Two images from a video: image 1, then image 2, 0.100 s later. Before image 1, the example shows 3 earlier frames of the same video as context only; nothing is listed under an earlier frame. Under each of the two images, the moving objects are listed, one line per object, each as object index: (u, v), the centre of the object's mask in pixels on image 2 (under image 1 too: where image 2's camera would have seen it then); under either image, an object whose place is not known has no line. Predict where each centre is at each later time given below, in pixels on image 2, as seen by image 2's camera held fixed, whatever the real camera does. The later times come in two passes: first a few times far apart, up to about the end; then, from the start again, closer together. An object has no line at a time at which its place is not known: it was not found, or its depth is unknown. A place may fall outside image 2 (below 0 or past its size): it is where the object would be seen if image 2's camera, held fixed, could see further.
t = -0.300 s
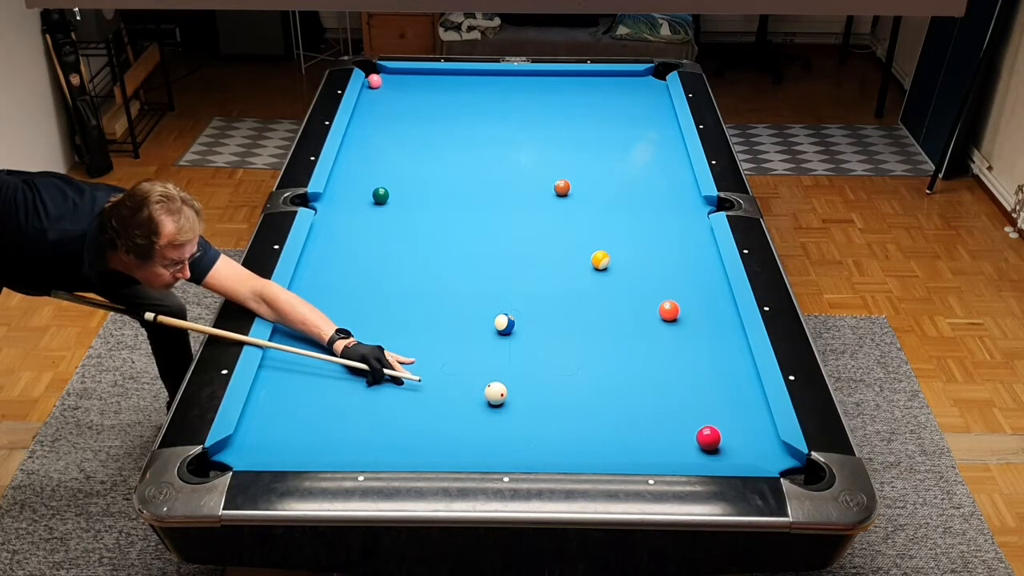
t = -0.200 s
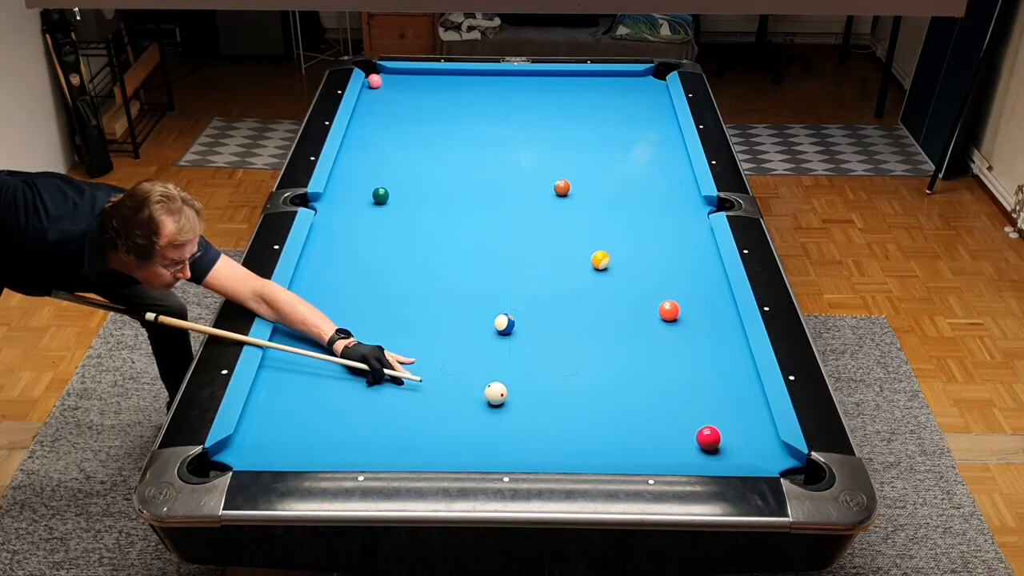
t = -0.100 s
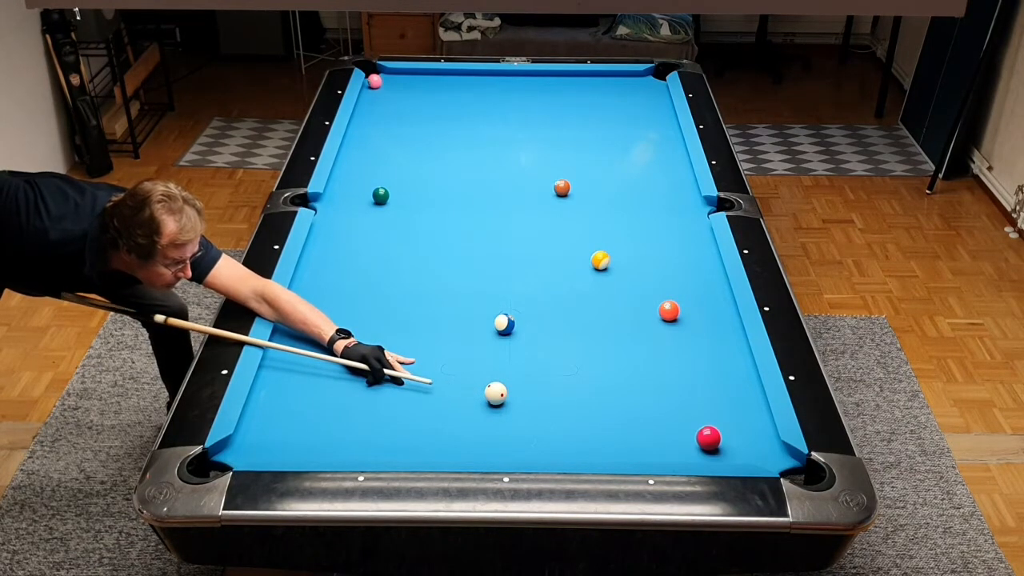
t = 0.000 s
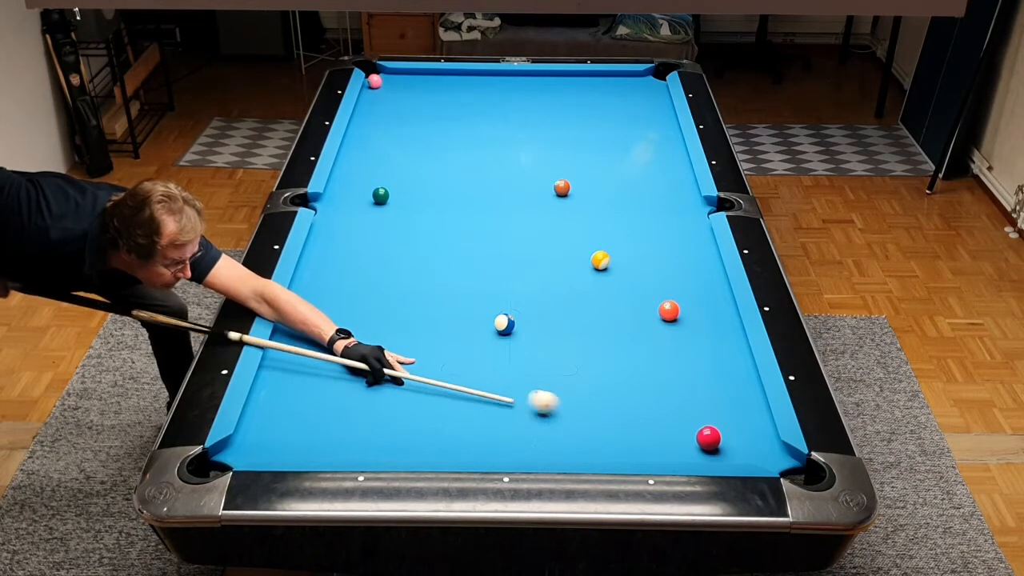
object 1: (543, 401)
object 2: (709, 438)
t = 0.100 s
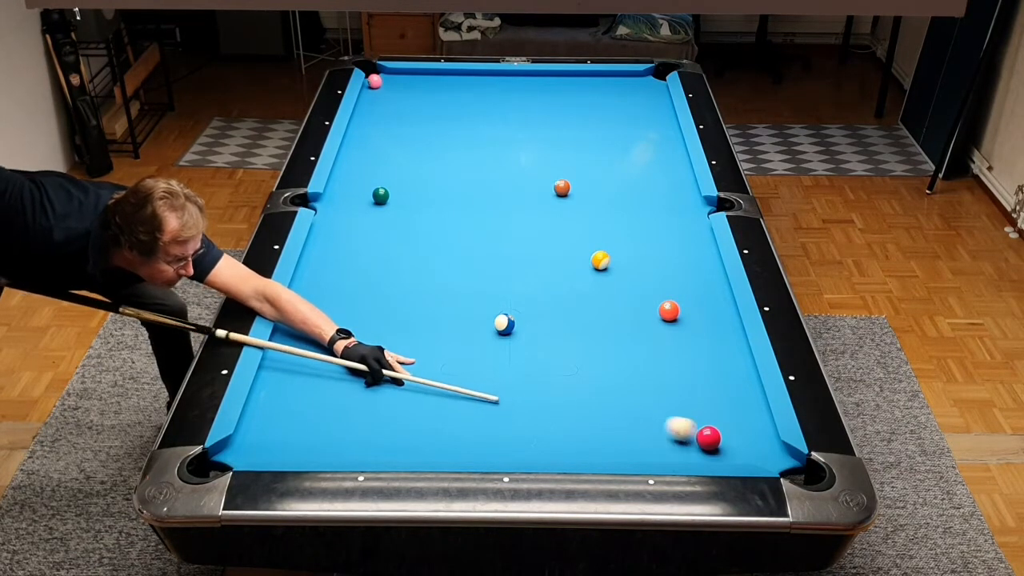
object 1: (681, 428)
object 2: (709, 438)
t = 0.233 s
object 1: (693, 412)
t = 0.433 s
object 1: (679, 388)
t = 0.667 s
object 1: (662, 364)
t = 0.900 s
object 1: (646, 342)
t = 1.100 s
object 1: (634, 324)
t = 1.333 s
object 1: (622, 306)
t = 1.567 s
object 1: (611, 290)
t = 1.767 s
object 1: (603, 277)
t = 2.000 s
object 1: (592, 268)
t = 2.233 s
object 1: (582, 264)
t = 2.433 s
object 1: (575, 262)
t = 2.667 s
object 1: (567, 259)
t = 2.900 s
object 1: (560, 257)
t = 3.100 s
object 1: (556, 255)
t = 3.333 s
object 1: (552, 254)
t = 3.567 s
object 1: (549, 253)
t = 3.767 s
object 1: (547, 252)
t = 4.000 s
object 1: (546, 252)
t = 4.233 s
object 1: (546, 252)
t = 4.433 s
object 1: (546, 252)
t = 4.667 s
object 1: (546, 252)
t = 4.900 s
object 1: (549, 253)
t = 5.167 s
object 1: (546, 252)
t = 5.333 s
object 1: (546, 252)
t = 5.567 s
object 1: (547, 252)
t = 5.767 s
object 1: (547, 252)
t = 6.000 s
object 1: (546, 252)
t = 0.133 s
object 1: (689, 425)
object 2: (748, 450)
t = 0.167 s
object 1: (691, 421)
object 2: (791, 463)
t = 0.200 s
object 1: (693, 416)
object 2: (815, 479)
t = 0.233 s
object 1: (693, 412)
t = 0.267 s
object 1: (692, 408)
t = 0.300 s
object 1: (690, 404)
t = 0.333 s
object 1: (688, 400)
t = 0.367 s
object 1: (685, 396)
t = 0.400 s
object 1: (682, 392)
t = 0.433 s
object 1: (679, 388)
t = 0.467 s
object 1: (677, 385)
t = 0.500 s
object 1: (674, 381)
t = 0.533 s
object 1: (672, 378)
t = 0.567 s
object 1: (669, 374)
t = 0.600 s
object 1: (667, 371)
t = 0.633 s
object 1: (664, 367)
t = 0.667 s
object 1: (662, 364)
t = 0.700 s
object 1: (659, 360)
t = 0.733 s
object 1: (657, 357)
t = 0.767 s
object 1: (655, 354)
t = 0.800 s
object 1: (653, 351)
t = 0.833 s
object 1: (650, 348)
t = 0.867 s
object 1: (648, 345)
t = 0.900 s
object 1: (646, 342)
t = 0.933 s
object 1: (644, 339)
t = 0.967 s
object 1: (642, 336)
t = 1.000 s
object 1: (640, 333)
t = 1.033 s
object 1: (638, 330)
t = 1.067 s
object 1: (636, 327)
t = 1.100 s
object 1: (634, 324)
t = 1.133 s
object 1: (632, 322)
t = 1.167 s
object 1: (631, 319)
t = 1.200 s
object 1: (629, 316)
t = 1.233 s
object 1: (627, 314)
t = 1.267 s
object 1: (626, 311)
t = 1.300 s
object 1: (624, 309)
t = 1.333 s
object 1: (622, 306)
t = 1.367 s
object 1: (620, 304)
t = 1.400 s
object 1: (619, 301)
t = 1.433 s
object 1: (617, 299)
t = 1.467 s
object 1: (616, 297)
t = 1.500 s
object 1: (614, 294)
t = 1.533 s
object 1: (613, 292)
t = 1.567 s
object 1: (611, 290)
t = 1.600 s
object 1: (610, 288)
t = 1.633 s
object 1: (608, 285)
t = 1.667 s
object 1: (607, 283)
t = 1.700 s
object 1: (605, 281)
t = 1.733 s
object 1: (604, 279)
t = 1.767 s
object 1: (603, 277)
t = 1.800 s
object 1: (601, 275)
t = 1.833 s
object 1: (600, 273)
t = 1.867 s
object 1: (598, 271)
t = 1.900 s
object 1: (597, 270)
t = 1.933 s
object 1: (595, 269)
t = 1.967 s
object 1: (594, 269)
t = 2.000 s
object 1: (592, 268)
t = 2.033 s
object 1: (591, 268)
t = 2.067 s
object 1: (589, 267)
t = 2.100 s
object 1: (588, 266)
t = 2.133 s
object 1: (586, 266)
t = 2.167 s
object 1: (585, 265)
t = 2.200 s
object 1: (584, 265)
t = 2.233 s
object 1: (582, 264)
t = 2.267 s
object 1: (581, 264)
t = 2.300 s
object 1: (580, 264)
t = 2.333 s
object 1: (578, 263)
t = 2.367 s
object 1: (577, 263)
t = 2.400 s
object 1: (576, 262)
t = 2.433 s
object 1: (575, 262)
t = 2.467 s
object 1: (574, 261)
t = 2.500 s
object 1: (572, 261)
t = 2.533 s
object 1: (571, 261)
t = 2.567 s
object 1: (570, 260)
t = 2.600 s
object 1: (569, 260)
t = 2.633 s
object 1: (568, 259)
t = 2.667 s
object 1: (567, 259)
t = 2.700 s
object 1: (566, 259)
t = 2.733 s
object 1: (565, 258)
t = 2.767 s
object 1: (564, 258)
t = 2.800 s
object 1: (563, 258)
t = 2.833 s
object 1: (562, 257)
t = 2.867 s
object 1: (561, 257)
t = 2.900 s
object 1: (560, 257)
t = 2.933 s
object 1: (560, 256)
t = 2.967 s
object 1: (559, 256)
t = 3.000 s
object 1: (558, 256)
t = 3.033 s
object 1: (557, 256)
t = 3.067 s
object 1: (557, 256)
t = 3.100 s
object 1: (556, 255)
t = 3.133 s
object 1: (556, 255)
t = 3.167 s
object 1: (555, 255)
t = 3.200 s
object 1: (554, 254)
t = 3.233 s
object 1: (554, 254)
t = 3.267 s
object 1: (553, 254)
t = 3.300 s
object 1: (553, 254)
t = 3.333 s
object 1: (552, 254)
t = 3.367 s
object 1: (551, 254)
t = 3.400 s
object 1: (551, 253)
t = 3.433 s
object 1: (551, 253)
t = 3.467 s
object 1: (550, 253)
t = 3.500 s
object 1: (549, 253)
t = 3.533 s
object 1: (549, 253)
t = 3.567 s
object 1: (549, 253)
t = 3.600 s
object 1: (548, 253)
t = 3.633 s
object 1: (548, 252)
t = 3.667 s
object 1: (548, 252)
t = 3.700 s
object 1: (547, 252)
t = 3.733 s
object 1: (547, 252)
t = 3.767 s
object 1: (547, 252)
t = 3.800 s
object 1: (547, 252)
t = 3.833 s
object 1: (547, 252)
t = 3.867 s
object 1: (546, 252)
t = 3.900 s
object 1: (546, 252)
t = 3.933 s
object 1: (546, 252)
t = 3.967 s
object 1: (546, 252)
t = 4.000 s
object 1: (546, 252)
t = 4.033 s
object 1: (546, 252)
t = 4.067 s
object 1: (546, 252)
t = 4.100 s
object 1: (546, 252)
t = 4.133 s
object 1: (546, 252)
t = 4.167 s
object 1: (546, 252)
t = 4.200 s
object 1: (546, 252)
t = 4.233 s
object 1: (546, 252)
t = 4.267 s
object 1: (546, 252)
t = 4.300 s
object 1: (546, 252)
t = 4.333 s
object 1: (546, 252)
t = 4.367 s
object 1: (546, 252)
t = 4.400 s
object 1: (546, 252)
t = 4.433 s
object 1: (546, 252)
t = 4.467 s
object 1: (546, 252)
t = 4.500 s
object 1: (546, 252)
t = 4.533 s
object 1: (546, 252)
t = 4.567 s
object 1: (546, 252)
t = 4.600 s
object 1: (546, 252)
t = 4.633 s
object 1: (546, 252)
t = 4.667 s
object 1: (546, 252)
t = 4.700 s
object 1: (546, 252)
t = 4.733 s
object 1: (546, 252)
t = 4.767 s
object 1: (546, 252)
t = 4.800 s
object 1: (546, 252)
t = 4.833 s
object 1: (546, 252)
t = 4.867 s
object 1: (546, 252)
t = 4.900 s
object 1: (549, 253)
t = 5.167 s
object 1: (546, 252)
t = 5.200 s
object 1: (547, 252)
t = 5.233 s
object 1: (547, 252)
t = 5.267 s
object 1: (544, 253)
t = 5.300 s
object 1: (548, 251)
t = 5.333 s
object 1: (546, 252)
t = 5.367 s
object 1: (546, 252)
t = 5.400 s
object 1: (546, 252)
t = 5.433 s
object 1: (546, 252)
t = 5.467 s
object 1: (546, 252)
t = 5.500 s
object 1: (546, 252)
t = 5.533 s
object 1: (546, 252)
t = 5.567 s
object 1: (547, 252)
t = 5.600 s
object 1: (547, 252)
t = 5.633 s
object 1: (547, 252)
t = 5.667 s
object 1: (547, 252)
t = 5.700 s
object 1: (547, 252)
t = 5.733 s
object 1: (547, 252)
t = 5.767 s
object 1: (547, 252)
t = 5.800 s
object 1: (547, 252)
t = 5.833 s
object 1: (547, 252)
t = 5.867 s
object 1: (547, 250)
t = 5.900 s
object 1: (546, 252)
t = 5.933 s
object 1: (546, 252)
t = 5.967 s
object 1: (547, 252)
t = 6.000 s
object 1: (546, 252)
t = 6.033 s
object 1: (546, 252)
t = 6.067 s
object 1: (546, 252)
